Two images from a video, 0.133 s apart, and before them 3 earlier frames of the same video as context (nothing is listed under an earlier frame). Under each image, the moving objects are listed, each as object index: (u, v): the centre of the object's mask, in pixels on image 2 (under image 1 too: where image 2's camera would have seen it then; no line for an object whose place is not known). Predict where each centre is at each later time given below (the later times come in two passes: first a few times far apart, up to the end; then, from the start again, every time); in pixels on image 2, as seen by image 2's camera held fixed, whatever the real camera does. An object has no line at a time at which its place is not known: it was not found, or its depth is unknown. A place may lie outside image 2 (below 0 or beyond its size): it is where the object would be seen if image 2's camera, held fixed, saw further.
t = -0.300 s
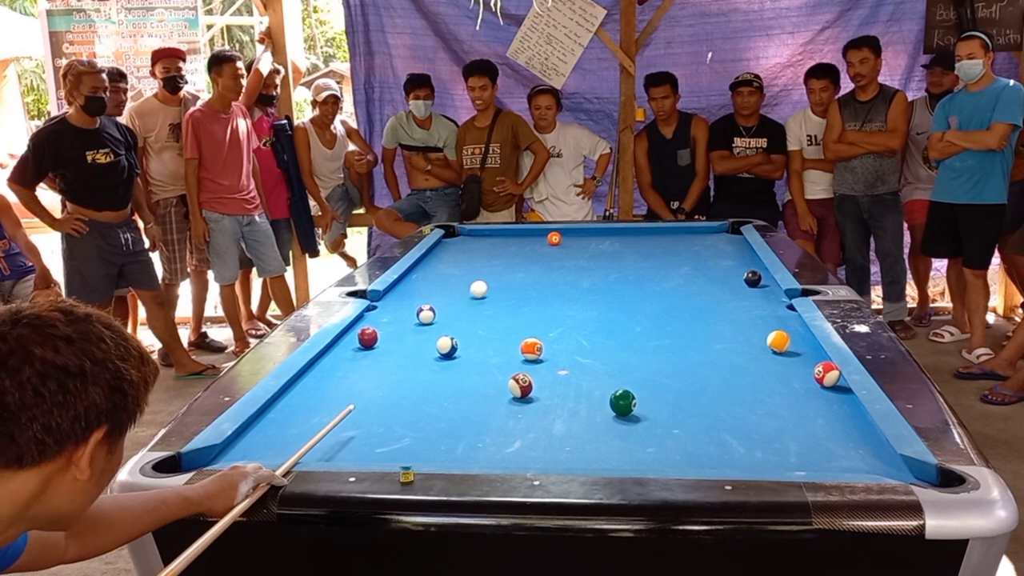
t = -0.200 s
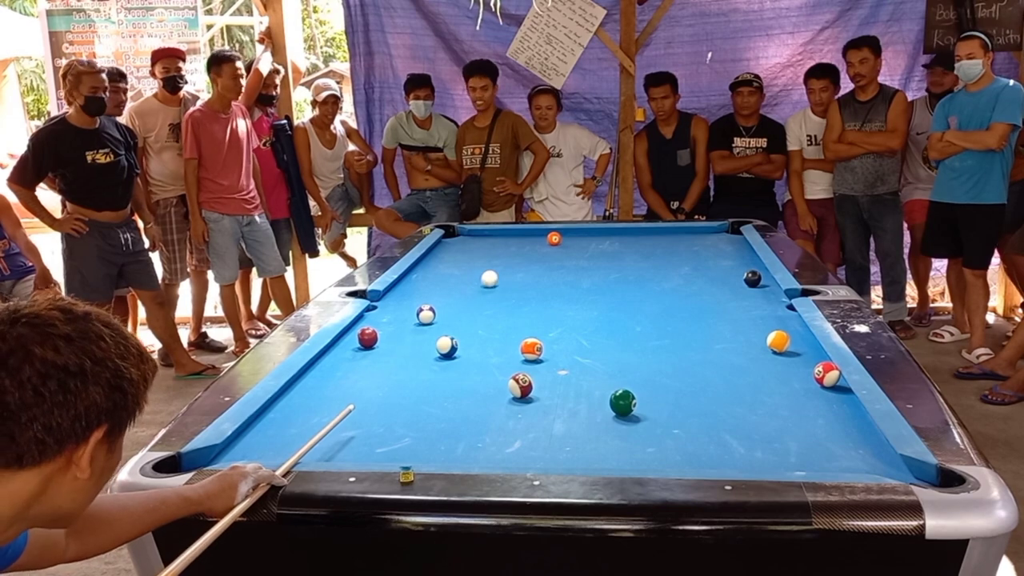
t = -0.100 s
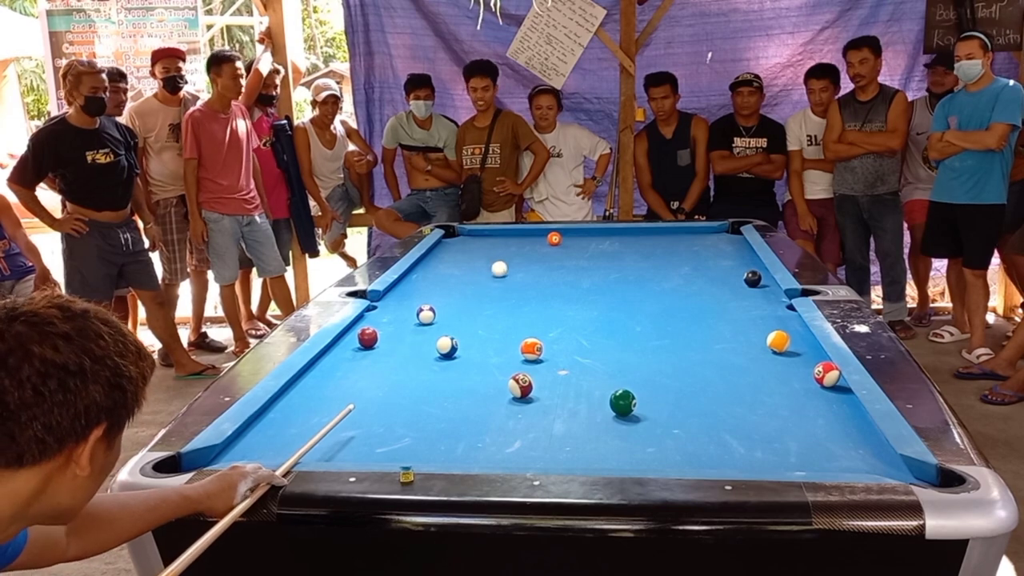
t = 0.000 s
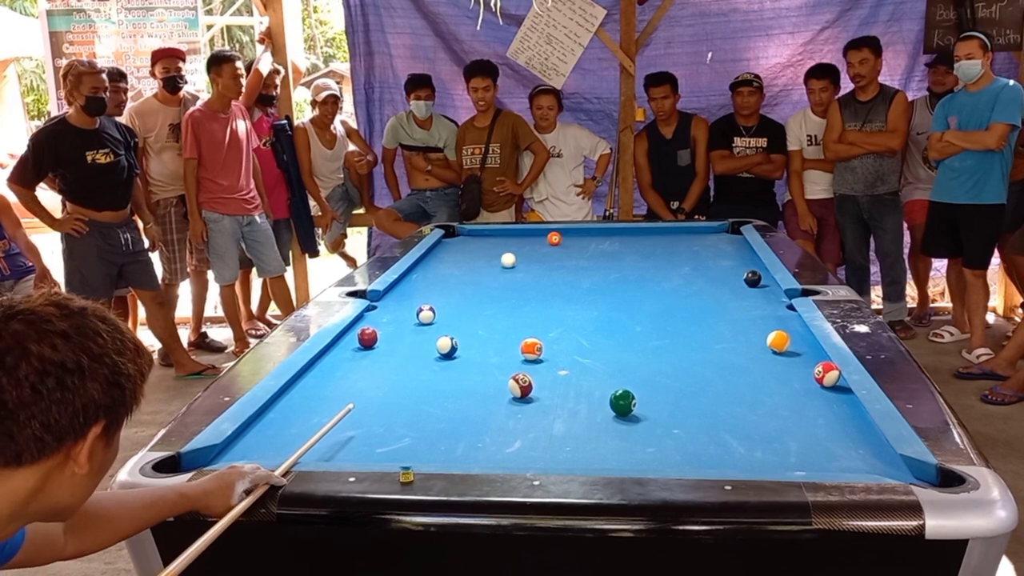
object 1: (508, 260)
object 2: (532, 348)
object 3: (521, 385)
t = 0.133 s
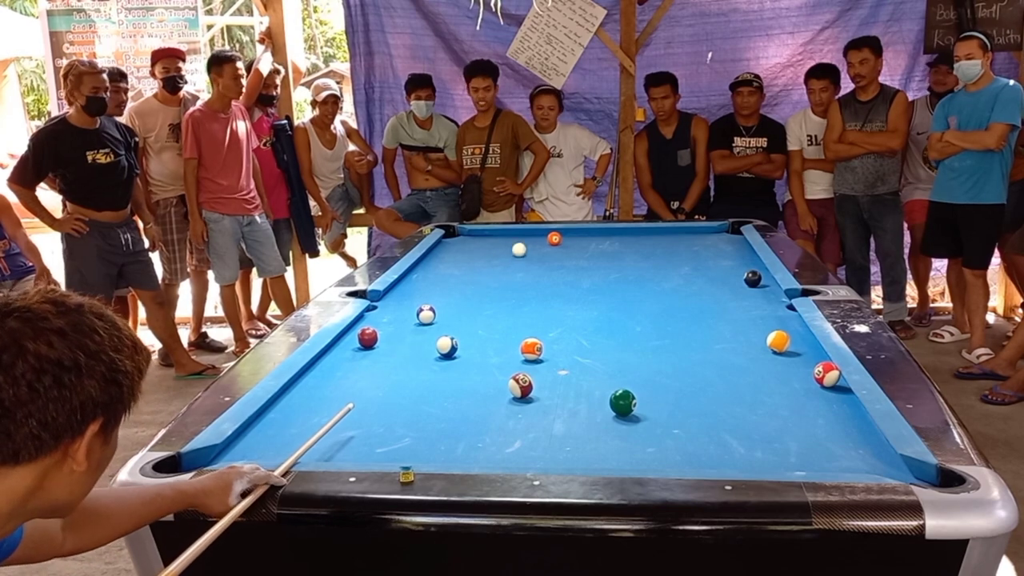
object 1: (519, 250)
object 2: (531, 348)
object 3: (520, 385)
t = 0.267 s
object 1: (528, 240)
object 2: (532, 348)
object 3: (520, 385)
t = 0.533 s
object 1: (538, 235)
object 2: (531, 348)
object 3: (520, 385)
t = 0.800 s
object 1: (537, 245)
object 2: (531, 348)
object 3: (521, 385)
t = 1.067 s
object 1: (537, 255)
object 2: (531, 348)
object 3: (520, 385)
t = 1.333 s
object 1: (536, 267)
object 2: (531, 348)
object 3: (520, 385)
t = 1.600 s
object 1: (535, 280)
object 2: (531, 348)
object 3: (520, 385)
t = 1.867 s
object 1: (534, 294)
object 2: (531, 348)
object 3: (520, 385)
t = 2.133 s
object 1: (533, 310)
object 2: (531, 348)
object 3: (520, 385)
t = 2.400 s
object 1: (531, 327)
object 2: (531, 349)
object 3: (521, 385)
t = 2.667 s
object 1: (528, 339)
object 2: (532, 353)
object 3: (520, 385)
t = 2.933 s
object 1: (524, 347)
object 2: (536, 366)
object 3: (520, 385)
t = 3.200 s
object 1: (520, 351)
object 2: (540, 379)
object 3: (519, 386)
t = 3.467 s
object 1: (517, 354)
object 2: (556, 387)
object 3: (509, 391)
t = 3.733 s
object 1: (516, 357)
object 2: (571, 394)
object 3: (501, 396)
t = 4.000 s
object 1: (514, 358)
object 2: (586, 401)
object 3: (493, 399)
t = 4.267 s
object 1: (514, 359)
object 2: (600, 408)
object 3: (487, 402)
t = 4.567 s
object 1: (513, 360)
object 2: (613, 414)
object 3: (482, 405)
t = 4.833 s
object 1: (512, 360)
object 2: (624, 420)
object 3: (479, 406)
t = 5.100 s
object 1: (512, 360)
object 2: (634, 424)
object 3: (479, 407)
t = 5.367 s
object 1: (512, 360)
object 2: (641, 427)
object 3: (479, 407)
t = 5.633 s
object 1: (512, 360)
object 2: (646, 430)
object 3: (479, 407)
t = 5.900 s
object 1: (512, 360)
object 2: (649, 432)
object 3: (479, 407)
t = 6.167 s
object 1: (512, 360)
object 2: (650, 433)
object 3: (479, 407)
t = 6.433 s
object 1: (512, 360)
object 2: (650, 432)
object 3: (479, 407)
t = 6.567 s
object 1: (512, 360)
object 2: (650, 433)
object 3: (479, 407)
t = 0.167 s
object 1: (521, 247)
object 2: (531, 348)
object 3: (520, 385)
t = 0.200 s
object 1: (524, 245)
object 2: (531, 348)
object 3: (520, 385)
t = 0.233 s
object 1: (526, 243)
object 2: (531, 348)
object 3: (520, 385)
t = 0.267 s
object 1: (528, 240)
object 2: (532, 348)
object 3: (520, 385)
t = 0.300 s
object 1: (531, 238)
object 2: (531, 348)
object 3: (520, 385)
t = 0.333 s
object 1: (533, 236)
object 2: (531, 348)
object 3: (520, 385)
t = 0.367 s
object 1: (535, 234)
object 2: (532, 348)
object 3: (520, 385)
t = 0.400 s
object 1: (537, 232)
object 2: (532, 348)
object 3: (520, 385)
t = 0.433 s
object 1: (538, 231)
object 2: (532, 348)
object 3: (520, 385)
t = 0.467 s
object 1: (538, 232)
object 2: (531, 348)
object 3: (520, 385)
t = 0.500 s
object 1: (538, 233)
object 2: (531, 348)
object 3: (520, 385)
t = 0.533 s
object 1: (538, 235)
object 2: (531, 348)
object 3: (520, 385)
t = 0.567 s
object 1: (537, 236)
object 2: (531, 348)
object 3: (520, 385)
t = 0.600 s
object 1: (538, 237)
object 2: (531, 348)
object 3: (520, 385)
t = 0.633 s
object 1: (538, 238)
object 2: (531, 348)
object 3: (520, 385)
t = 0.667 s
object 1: (538, 240)
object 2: (532, 348)
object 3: (521, 385)
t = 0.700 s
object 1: (538, 241)
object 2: (531, 348)
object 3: (520, 385)
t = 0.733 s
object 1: (538, 242)
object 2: (531, 348)
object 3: (520, 385)
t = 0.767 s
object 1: (537, 243)
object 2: (531, 348)
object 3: (520, 385)
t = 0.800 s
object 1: (537, 245)
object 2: (531, 348)
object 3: (521, 385)
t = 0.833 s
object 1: (537, 246)
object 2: (532, 348)
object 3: (520, 385)
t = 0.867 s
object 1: (537, 247)
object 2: (531, 348)
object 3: (520, 385)
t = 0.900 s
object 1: (537, 249)
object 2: (531, 348)
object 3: (520, 385)
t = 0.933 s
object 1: (537, 250)
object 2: (532, 348)
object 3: (521, 385)
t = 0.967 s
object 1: (537, 251)
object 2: (532, 348)
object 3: (520, 385)
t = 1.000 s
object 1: (537, 253)
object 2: (531, 348)
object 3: (520, 385)
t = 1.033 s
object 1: (537, 254)
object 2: (531, 348)
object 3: (520, 385)
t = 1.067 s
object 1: (537, 255)
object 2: (531, 348)
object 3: (520, 385)
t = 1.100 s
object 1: (537, 257)
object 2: (531, 348)
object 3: (520, 385)
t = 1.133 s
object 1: (537, 258)
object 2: (531, 348)
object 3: (520, 385)
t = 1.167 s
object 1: (537, 260)
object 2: (531, 348)
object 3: (520, 385)
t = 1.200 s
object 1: (537, 261)
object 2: (531, 348)
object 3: (520, 385)
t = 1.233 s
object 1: (537, 263)
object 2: (531, 348)
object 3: (520, 385)
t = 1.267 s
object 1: (536, 264)
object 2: (532, 348)
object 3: (520, 385)
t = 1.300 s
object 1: (536, 266)
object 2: (531, 348)
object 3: (520, 385)
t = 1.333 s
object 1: (536, 267)
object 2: (531, 348)
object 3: (520, 385)
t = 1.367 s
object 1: (536, 269)
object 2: (531, 348)
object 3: (520, 385)
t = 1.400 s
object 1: (536, 270)
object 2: (531, 348)
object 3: (520, 385)
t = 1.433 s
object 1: (536, 272)
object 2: (532, 348)
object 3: (521, 385)
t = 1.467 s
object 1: (535, 274)
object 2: (531, 348)
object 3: (520, 385)
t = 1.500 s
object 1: (535, 275)
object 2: (532, 348)
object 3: (520, 385)
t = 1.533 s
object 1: (535, 277)
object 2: (532, 348)
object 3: (520, 385)
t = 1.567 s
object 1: (535, 279)
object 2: (531, 348)
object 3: (520, 385)
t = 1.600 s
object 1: (535, 280)
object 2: (531, 348)
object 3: (520, 385)
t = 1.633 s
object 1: (535, 282)
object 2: (531, 348)
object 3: (520, 385)
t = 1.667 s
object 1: (535, 284)
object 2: (531, 348)
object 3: (520, 385)
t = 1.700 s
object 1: (535, 285)
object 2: (531, 348)
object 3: (520, 385)
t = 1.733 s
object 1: (534, 287)
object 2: (532, 348)
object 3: (520, 385)
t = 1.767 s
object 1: (534, 289)
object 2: (531, 348)
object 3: (520, 385)
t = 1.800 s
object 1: (534, 291)
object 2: (531, 348)
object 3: (520, 385)
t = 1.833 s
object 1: (534, 292)
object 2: (531, 348)
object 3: (520, 385)
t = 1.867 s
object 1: (534, 294)
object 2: (531, 348)
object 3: (520, 385)
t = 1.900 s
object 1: (534, 296)
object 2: (531, 348)
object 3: (520, 385)
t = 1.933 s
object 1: (534, 298)
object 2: (531, 348)
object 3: (520, 385)
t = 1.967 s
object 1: (534, 300)
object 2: (531, 348)
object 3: (521, 385)
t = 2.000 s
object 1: (533, 302)
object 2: (532, 348)
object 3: (520, 385)
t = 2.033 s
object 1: (533, 304)
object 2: (531, 348)
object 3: (520, 385)
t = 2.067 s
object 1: (533, 306)
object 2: (531, 348)
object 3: (520, 385)
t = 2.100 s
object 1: (533, 308)
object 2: (531, 348)
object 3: (520, 385)
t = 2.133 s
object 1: (533, 310)
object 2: (531, 348)
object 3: (520, 385)
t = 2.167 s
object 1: (532, 312)
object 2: (531, 348)
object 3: (520, 385)
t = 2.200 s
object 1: (532, 314)
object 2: (531, 348)
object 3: (520, 385)
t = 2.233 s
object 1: (532, 316)
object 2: (531, 348)
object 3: (521, 385)
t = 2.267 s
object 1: (532, 318)
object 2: (531, 348)
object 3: (521, 385)
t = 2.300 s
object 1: (532, 320)
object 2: (531, 348)
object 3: (520, 385)
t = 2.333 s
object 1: (532, 323)
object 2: (531, 348)
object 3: (520, 385)
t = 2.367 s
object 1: (532, 325)
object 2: (531, 349)
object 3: (520, 385)
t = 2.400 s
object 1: (531, 327)
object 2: (531, 349)
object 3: (521, 385)
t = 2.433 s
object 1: (531, 329)
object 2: (531, 349)
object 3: (521, 385)
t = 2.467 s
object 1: (531, 330)
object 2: (531, 349)
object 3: (520, 385)
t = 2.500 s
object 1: (530, 332)
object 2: (531, 349)
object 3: (520, 385)
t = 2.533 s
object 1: (530, 333)
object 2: (531, 349)
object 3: (520, 385)
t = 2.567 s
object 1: (530, 335)
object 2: (531, 349)
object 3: (521, 385)
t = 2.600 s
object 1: (529, 336)
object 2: (531, 349)
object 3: (520, 385)
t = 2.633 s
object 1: (529, 338)
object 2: (532, 351)
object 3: (520, 385)
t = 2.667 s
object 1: (528, 339)
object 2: (532, 353)
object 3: (520, 385)
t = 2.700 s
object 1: (527, 340)
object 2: (533, 354)
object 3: (521, 385)
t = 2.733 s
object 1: (527, 341)
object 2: (533, 356)
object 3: (521, 385)
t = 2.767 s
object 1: (526, 342)
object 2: (533, 358)
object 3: (520, 385)
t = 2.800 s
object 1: (525, 343)
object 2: (534, 359)
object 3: (520, 385)
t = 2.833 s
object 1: (525, 344)
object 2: (534, 361)
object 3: (520, 385)
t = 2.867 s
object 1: (525, 345)
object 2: (535, 363)
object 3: (520, 385)
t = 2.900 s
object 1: (524, 346)
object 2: (535, 364)
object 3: (520, 385)
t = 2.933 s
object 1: (524, 347)
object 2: (536, 366)
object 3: (520, 385)
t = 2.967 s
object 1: (523, 348)
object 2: (536, 367)
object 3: (521, 385)
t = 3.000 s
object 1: (523, 348)
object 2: (537, 369)
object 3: (520, 385)
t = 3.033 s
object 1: (522, 349)
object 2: (537, 370)
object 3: (520, 385)
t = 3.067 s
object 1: (522, 349)
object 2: (537, 372)
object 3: (521, 385)
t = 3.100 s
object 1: (522, 350)
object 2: (538, 374)
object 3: (521, 385)
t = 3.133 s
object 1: (521, 350)
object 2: (539, 375)
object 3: (520, 385)
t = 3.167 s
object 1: (521, 350)
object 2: (540, 377)
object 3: (521, 385)
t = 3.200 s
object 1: (520, 351)
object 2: (540, 379)
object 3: (519, 386)
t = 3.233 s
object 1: (520, 351)
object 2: (542, 380)
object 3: (518, 386)
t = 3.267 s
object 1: (519, 352)
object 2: (544, 381)
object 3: (516, 387)
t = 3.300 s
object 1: (519, 352)
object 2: (546, 382)
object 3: (515, 387)
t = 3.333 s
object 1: (519, 353)
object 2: (548, 383)
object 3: (514, 388)
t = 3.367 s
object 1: (518, 353)
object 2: (550, 384)
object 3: (513, 388)
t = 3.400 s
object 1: (518, 353)
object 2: (552, 385)
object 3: (511, 389)
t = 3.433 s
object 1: (518, 354)
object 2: (554, 386)
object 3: (510, 390)
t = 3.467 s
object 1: (517, 354)
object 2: (556, 387)
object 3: (509, 391)
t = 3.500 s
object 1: (517, 354)
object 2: (558, 388)
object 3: (508, 391)
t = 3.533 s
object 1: (517, 355)
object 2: (560, 389)
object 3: (507, 392)
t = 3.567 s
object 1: (517, 355)
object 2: (562, 390)
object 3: (506, 393)
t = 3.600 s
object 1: (517, 355)
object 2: (564, 391)
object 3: (505, 394)
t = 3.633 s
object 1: (517, 356)
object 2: (566, 392)
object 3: (504, 394)
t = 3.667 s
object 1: (516, 356)
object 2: (568, 392)
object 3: (503, 394)
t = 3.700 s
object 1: (516, 356)
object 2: (569, 393)
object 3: (501, 395)
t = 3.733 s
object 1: (516, 357)
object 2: (571, 394)
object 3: (501, 396)
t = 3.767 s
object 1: (516, 357)
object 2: (573, 395)
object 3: (500, 396)
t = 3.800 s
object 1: (515, 357)
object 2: (575, 396)
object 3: (499, 397)
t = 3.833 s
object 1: (515, 357)
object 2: (577, 397)
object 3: (498, 397)
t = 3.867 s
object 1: (515, 358)
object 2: (579, 398)
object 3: (497, 397)
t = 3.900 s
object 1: (515, 358)
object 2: (581, 399)
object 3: (496, 398)
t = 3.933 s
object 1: (515, 358)
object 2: (583, 400)
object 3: (495, 398)
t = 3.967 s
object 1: (515, 358)
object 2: (585, 400)
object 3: (494, 399)
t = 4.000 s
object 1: (514, 358)
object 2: (586, 401)
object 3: (493, 399)
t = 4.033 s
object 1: (514, 359)
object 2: (588, 402)
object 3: (492, 399)
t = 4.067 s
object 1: (514, 359)
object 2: (590, 403)
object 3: (492, 400)
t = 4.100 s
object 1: (514, 359)
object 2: (592, 404)
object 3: (491, 400)
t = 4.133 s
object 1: (514, 359)
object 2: (593, 404)
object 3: (490, 401)
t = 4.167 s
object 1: (514, 359)
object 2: (595, 405)
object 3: (489, 401)
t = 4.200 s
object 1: (514, 359)
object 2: (597, 406)
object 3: (489, 401)
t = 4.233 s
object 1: (514, 359)
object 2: (598, 407)
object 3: (488, 402)
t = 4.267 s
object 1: (514, 359)
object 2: (600, 408)
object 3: (487, 402)
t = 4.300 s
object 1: (513, 360)
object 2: (602, 408)
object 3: (486, 402)
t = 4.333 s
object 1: (513, 359)
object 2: (603, 409)
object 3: (486, 403)
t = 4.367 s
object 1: (513, 360)
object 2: (605, 410)
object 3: (485, 403)
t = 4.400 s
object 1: (513, 360)
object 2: (606, 411)
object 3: (485, 403)
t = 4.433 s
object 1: (513, 360)
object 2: (608, 411)
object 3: (484, 404)
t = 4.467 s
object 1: (513, 360)
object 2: (609, 412)
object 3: (483, 404)
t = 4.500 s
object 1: (513, 360)
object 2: (611, 413)
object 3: (483, 404)
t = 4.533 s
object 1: (513, 360)
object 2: (612, 414)
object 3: (482, 405)
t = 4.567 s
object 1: (513, 360)
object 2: (613, 414)
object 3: (482, 405)
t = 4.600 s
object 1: (512, 360)
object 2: (615, 415)
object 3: (481, 405)
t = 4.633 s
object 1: (512, 360)
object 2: (616, 416)
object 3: (481, 405)
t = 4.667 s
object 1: (512, 360)
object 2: (618, 416)
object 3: (481, 405)
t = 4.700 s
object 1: (512, 360)
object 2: (619, 417)
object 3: (480, 405)
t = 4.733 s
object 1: (512, 360)
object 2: (620, 418)
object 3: (480, 405)
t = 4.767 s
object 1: (512, 360)
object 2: (622, 418)
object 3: (480, 406)
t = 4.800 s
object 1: (512, 360)
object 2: (623, 419)
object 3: (479, 406)
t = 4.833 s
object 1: (512, 360)
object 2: (624, 420)
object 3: (479, 406)
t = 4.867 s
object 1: (512, 360)
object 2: (625, 420)
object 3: (479, 406)
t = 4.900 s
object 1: (512, 360)
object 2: (627, 421)
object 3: (479, 406)
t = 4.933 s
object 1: (512, 360)
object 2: (628, 421)
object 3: (479, 406)
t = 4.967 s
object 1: (512, 360)
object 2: (629, 422)
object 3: (479, 406)
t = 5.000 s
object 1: (512, 360)
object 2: (630, 422)
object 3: (479, 406)
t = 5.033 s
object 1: (512, 360)
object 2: (631, 423)
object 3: (479, 407)
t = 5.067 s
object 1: (512, 360)
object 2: (633, 423)
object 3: (479, 407)
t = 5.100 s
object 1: (512, 360)
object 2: (634, 424)
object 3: (479, 407)
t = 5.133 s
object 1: (512, 360)
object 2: (635, 424)
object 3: (479, 407)
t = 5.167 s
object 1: (512, 360)
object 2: (636, 425)
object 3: (479, 407)
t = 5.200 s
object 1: (512, 360)
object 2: (637, 425)
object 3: (479, 407)
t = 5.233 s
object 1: (512, 360)
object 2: (638, 426)
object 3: (479, 407)
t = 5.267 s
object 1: (512, 360)
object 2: (638, 426)
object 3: (479, 407)
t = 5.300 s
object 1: (512, 360)
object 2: (639, 426)
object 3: (479, 407)
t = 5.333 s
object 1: (512, 360)
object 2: (640, 427)
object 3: (479, 407)
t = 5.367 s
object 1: (512, 360)
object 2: (641, 427)
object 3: (479, 407)
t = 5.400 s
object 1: (512, 360)
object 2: (641, 428)
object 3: (479, 407)
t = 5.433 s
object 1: (512, 360)
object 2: (642, 428)
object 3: (479, 407)
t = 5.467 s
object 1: (512, 360)
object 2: (643, 429)
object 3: (479, 407)
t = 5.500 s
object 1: (512, 360)
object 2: (644, 429)
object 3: (479, 407)
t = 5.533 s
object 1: (512, 360)
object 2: (644, 430)
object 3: (479, 407)
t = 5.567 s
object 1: (512, 360)
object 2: (645, 430)
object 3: (479, 407)
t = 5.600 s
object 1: (512, 360)
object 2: (645, 430)
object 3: (479, 407)
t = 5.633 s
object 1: (512, 360)
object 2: (646, 430)
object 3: (479, 407)
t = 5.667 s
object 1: (512, 360)
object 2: (646, 431)
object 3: (479, 407)
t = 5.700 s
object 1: (512, 360)
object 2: (647, 431)
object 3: (479, 407)
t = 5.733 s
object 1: (512, 360)
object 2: (647, 431)
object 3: (479, 407)
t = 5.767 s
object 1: (512, 360)
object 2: (648, 431)
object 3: (479, 407)
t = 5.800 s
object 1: (512, 360)
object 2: (648, 432)
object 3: (479, 407)
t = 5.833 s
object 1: (512, 360)
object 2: (648, 432)
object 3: (479, 407)
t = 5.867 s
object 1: (512, 360)
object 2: (649, 432)
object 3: (479, 407)
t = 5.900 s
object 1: (512, 360)
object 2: (649, 432)
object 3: (479, 407)
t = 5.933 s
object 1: (512, 360)
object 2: (649, 432)
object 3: (479, 407)
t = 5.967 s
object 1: (512, 360)
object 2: (650, 432)
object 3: (479, 407)
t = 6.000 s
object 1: (512, 360)
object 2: (650, 432)
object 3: (479, 407)
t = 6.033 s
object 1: (512, 360)
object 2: (650, 433)
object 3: (479, 407)
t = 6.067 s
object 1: (512, 360)
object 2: (650, 433)
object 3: (479, 407)
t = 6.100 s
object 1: (512, 360)
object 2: (650, 433)
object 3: (479, 407)
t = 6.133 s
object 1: (512, 360)
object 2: (650, 433)
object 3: (479, 407)
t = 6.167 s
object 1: (512, 360)
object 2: (650, 433)
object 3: (479, 407)
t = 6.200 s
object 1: (512, 360)
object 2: (650, 433)
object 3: (479, 407)
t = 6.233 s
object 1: (512, 360)
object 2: (650, 433)
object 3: (479, 407)
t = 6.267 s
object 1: (512, 360)
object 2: (650, 433)
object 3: (479, 407)
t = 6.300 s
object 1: (512, 360)
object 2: (650, 433)
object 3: (479, 407)
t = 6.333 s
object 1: (512, 360)
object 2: (650, 433)
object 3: (479, 407)
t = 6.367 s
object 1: (512, 360)
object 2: (650, 433)
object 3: (479, 407)
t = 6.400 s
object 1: (512, 360)
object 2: (650, 433)
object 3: (479, 407)
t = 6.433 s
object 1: (512, 360)
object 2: (650, 432)
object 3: (479, 407)
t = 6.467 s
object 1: (512, 360)
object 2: (650, 432)
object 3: (479, 407)
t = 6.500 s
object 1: (512, 360)
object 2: (650, 432)
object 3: (479, 407)
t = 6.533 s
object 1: (512, 360)
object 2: (650, 432)
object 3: (479, 407)
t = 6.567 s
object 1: (512, 360)
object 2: (650, 433)
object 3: (479, 407)
